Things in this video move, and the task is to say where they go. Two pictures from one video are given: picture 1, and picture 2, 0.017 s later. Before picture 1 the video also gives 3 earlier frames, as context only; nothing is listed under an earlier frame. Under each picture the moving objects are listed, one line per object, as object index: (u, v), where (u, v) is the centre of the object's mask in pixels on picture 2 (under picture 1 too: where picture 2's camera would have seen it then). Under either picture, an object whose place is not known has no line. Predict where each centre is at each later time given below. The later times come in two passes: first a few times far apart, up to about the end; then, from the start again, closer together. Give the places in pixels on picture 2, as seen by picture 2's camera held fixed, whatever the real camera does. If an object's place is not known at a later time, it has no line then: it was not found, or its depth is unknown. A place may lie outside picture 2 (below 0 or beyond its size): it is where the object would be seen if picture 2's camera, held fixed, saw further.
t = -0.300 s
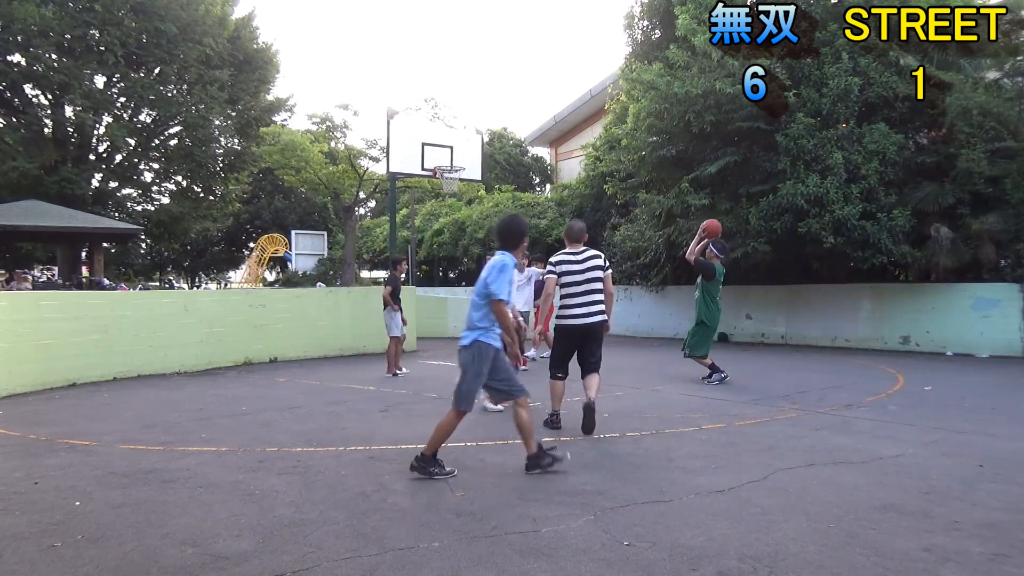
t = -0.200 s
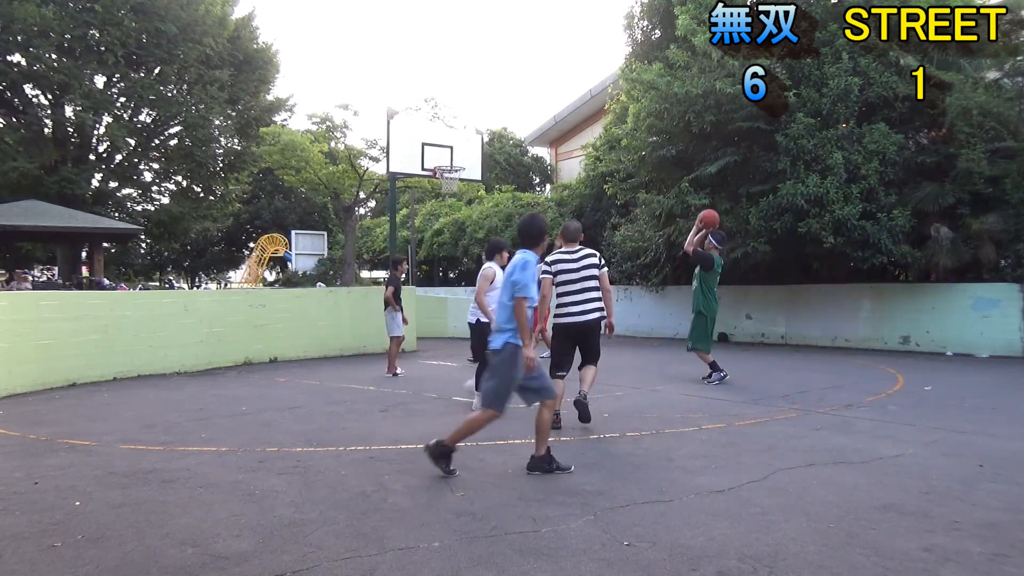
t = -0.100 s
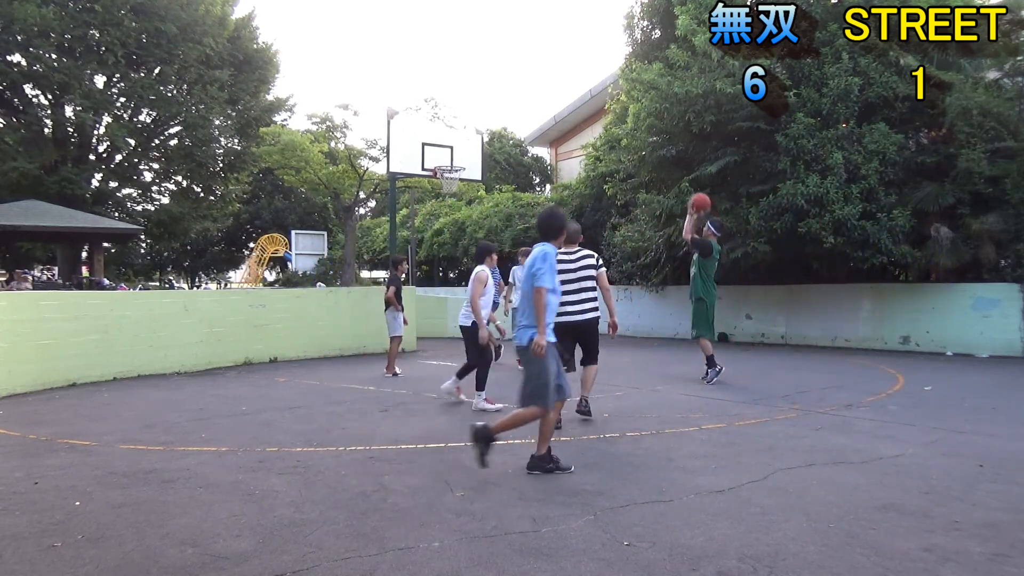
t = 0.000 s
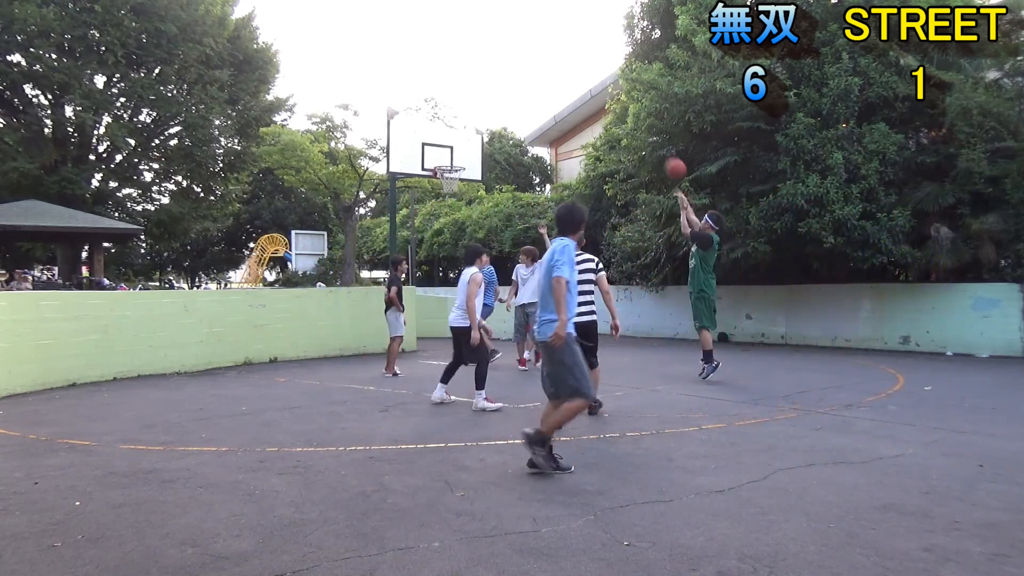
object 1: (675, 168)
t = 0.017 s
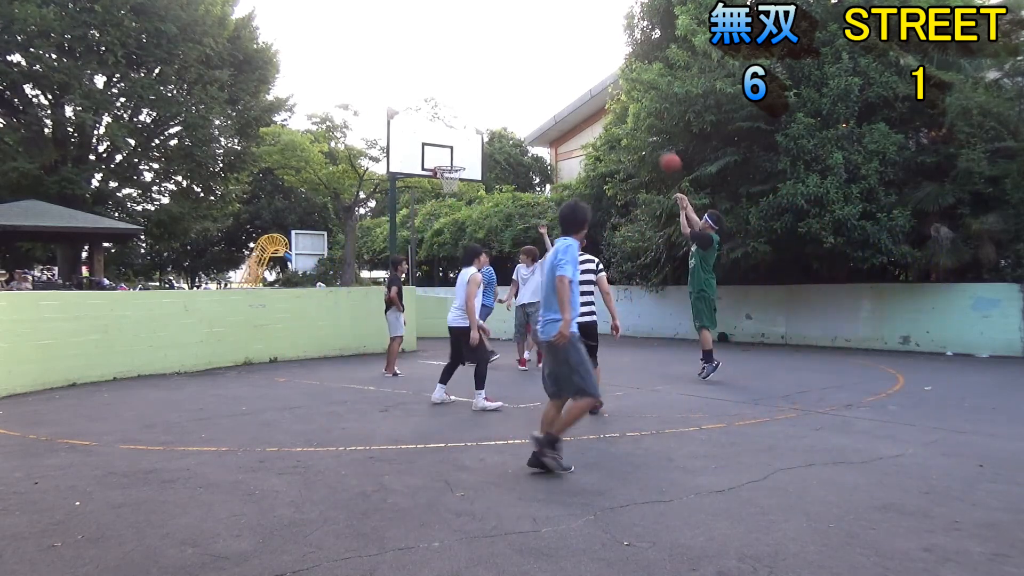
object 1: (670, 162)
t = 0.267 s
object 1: (600, 107)
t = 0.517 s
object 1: (538, 102)
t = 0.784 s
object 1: (484, 138)
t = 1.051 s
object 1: (476, 139)
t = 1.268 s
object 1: (489, 137)
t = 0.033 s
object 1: (665, 157)
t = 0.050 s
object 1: (660, 153)
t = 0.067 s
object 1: (655, 147)
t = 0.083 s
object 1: (650, 142)
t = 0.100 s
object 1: (645, 137)
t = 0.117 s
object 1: (641, 134)
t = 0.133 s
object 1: (636, 130)
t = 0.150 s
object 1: (631, 127)
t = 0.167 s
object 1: (625, 122)
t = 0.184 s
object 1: (622, 119)
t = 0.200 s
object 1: (617, 116)
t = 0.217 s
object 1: (613, 114)
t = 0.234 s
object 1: (608, 111)
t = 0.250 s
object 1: (605, 109)
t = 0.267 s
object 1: (600, 107)
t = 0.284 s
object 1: (596, 105)
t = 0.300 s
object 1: (590, 104)
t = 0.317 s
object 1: (587, 103)
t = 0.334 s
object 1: (582, 102)
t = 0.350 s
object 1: (578, 101)
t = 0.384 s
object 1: (570, 100)
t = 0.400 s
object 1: (565, 99)
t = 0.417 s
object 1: (561, 99)
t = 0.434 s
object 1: (557, 99)
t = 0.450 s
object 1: (553, 99)
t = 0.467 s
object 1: (549, 99)
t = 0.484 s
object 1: (546, 100)
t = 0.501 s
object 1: (542, 101)
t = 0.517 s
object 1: (538, 102)
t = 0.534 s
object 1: (535, 103)
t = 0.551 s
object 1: (531, 104)
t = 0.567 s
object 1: (527, 105)
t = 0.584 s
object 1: (524, 107)
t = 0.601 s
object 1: (520, 109)
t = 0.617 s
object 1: (517, 111)
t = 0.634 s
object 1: (513, 113)
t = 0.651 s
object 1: (510, 115)
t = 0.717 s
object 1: (496, 127)
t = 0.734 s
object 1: (493, 130)
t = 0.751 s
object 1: (489, 133)
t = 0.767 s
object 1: (487, 136)
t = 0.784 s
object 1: (484, 138)
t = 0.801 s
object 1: (480, 143)
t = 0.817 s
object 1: (478, 147)
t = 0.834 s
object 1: (474, 151)
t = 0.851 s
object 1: (470, 155)
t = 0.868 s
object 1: (467, 160)
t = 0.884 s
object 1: (466, 161)
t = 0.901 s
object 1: (467, 158)
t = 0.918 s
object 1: (468, 155)
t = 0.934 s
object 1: (469, 153)
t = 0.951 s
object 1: (470, 150)
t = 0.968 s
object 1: (471, 148)
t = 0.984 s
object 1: (472, 146)
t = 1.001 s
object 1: (473, 144)
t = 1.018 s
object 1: (474, 142)
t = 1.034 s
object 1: (475, 141)
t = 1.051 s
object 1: (476, 139)
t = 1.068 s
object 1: (477, 138)
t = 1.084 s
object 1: (478, 137)
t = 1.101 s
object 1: (479, 136)
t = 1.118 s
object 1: (480, 136)
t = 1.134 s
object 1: (481, 135)
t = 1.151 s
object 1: (482, 135)
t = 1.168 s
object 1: (484, 135)
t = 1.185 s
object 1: (484, 134)
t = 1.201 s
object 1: (485, 134)
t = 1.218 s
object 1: (486, 135)
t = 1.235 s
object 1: (487, 136)
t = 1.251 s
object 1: (488, 136)
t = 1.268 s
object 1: (489, 137)
